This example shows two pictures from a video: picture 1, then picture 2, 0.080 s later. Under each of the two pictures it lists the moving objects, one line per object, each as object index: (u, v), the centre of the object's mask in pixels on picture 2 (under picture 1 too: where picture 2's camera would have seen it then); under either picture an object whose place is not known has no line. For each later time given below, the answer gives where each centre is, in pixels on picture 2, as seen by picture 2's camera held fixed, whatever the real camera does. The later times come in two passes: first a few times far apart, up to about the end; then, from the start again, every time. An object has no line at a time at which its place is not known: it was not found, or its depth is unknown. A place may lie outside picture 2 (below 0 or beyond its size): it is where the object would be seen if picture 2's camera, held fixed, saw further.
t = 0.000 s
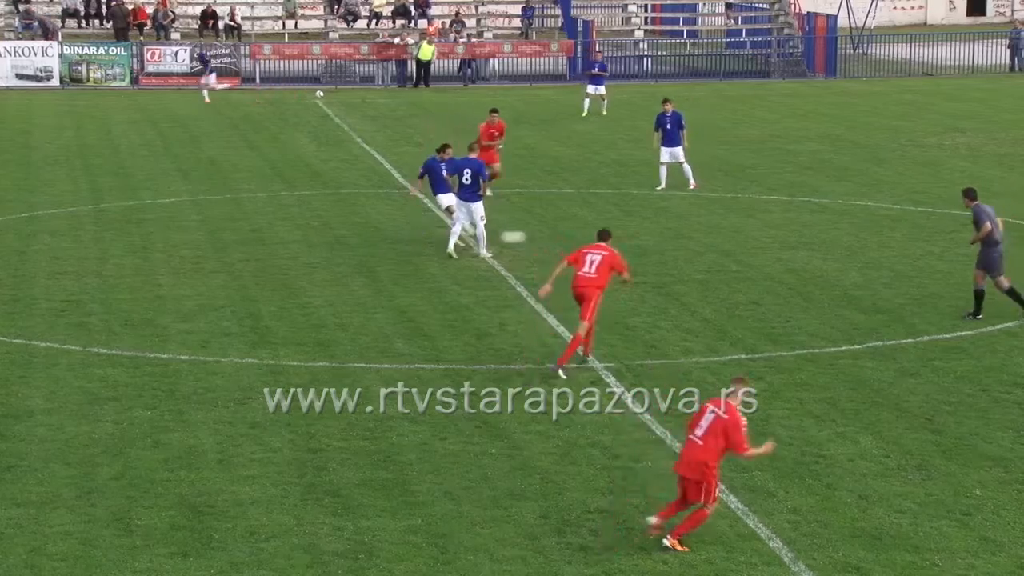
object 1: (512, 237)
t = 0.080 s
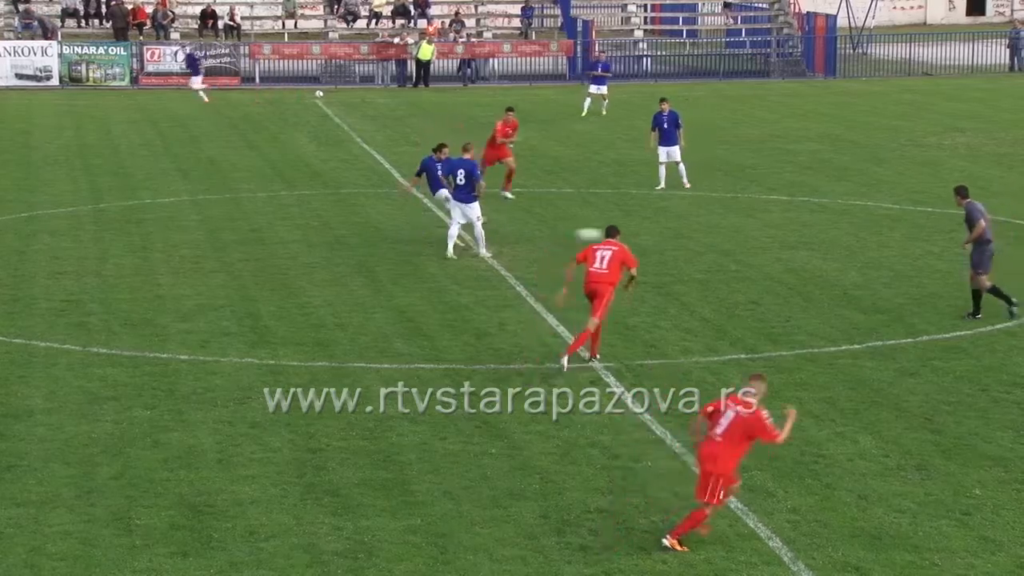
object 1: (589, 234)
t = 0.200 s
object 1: (705, 237)
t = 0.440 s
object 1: (921, 242)
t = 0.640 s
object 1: (1088, 251)
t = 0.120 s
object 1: (632, 235)
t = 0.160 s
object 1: (666, 235)
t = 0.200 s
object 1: (705, 237)
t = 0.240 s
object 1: (745, 240)
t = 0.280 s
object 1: (785, 245)
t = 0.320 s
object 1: (823, 247)
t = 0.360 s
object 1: (856, 246)
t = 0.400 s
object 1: (889, 243)
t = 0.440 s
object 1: (921, 242)
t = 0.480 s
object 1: (960, 243)
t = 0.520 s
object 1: (991, 244)
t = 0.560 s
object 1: (1025, 247)
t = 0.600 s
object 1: (1059, 250)
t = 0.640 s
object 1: (1088, 251)
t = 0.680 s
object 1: (1116, 251)
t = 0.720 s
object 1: (1144, 250)
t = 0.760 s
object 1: (1171, 251)
